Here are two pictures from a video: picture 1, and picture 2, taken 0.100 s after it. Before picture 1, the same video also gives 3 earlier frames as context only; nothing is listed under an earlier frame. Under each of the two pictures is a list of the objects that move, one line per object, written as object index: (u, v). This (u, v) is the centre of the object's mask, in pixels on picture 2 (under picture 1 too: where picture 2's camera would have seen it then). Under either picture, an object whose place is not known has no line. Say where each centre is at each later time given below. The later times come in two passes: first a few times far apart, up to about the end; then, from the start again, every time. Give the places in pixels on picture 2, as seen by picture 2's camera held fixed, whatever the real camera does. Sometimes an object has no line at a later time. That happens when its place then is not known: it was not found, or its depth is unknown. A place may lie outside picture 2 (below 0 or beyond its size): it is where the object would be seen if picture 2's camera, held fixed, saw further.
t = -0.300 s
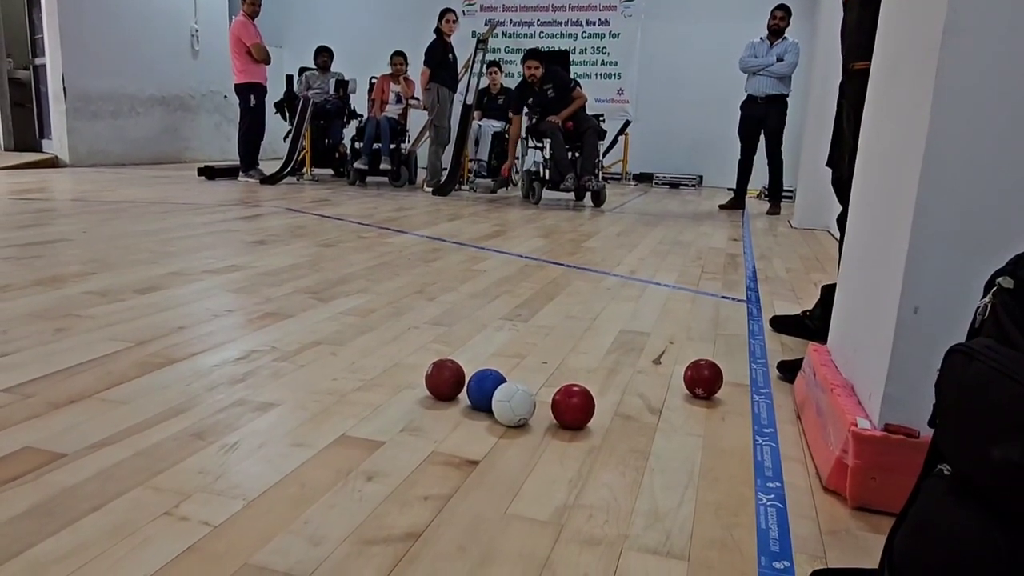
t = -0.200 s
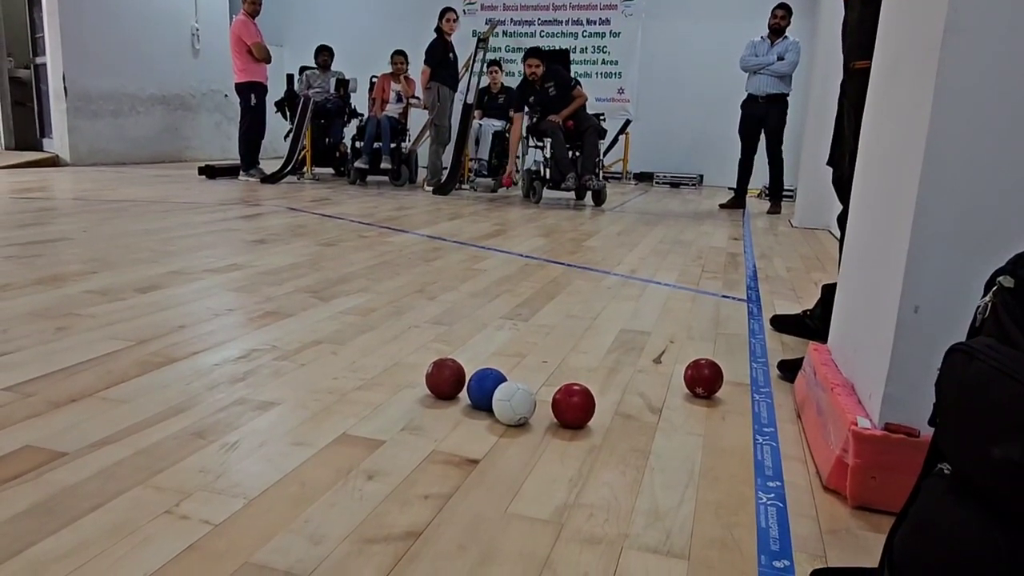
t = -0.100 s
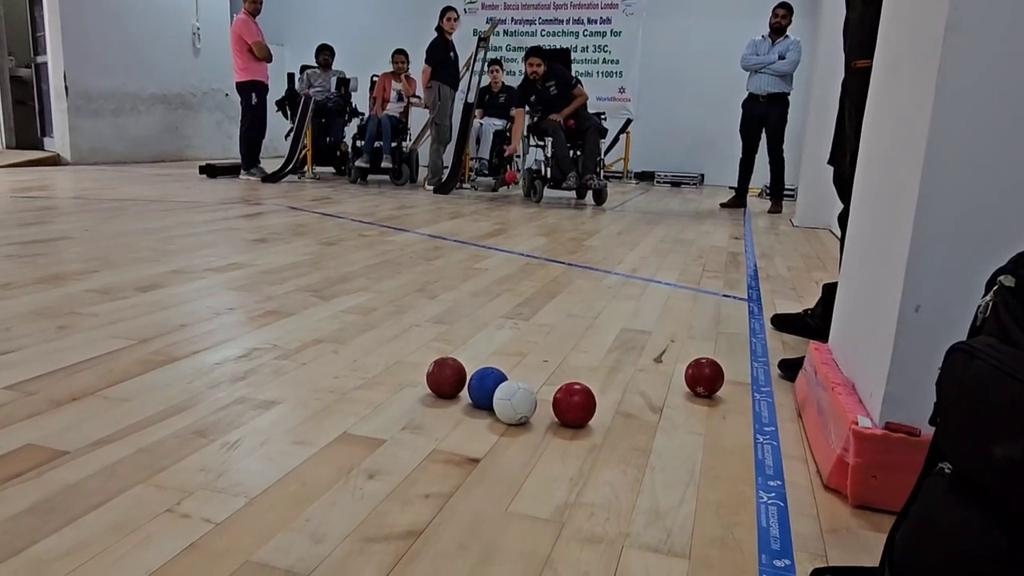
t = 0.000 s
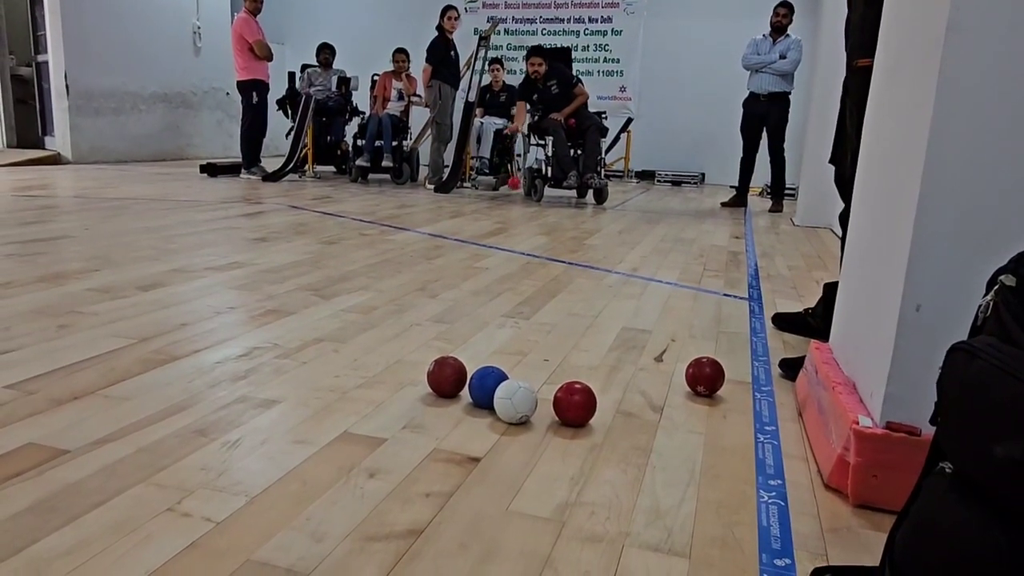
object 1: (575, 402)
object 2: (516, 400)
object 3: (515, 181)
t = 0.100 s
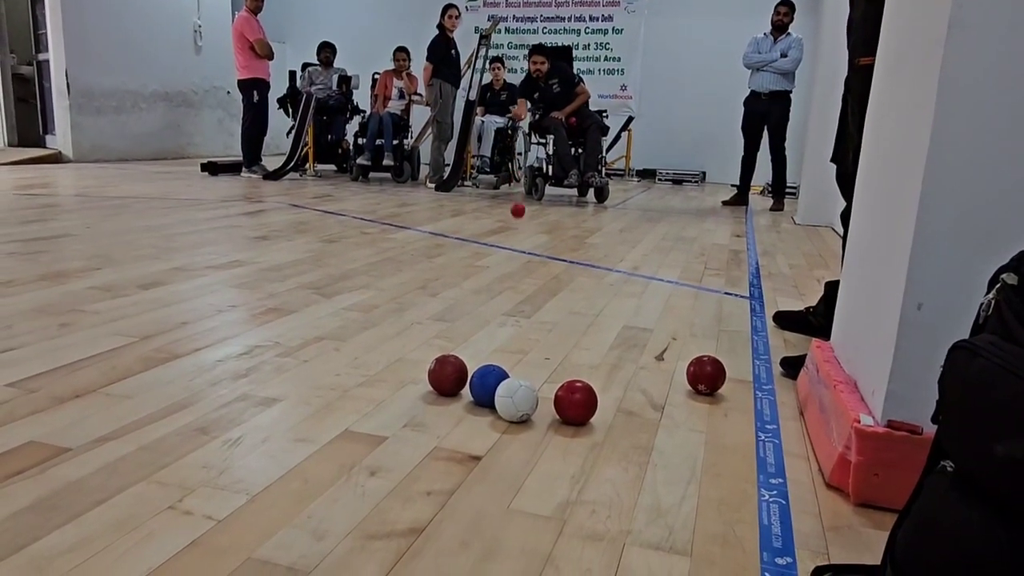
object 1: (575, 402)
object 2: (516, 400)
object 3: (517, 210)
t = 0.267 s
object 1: (575, 402)
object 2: (516, 400)
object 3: (521, 230)
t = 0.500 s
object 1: (575, 402)
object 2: (516, 400)
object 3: (526, 281)
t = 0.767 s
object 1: (575, 402)
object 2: (516, 400)
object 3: (538, 367)
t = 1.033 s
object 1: (619, 427)
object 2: (483, 440)
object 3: (563, 446)
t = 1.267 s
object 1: (651, 447)
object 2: (452, 481)
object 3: (597, 527)
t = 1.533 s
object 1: (669, 457)
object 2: (422, 521)
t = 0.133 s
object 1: (575, 402)
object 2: (516, 400)
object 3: (518, 226)
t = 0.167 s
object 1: (575, 402)
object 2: (516, 400)
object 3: (519, 228)
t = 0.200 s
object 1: (575, 402)
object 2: (516, 400)
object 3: (519, 226)
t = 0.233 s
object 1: (575, 402)
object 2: (516, 400)
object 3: (520, 227)
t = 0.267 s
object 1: (575, 402)
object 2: (516, 400)
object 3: (521, 230)
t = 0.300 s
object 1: (575, 402)
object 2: (516, 400)
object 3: (521, 236)
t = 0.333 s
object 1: (575, 402)
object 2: (516, 400)
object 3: (522, 245)
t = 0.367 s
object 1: (575, 402)
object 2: (516, 400)
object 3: (522, 257)
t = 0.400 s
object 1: (575, 402)
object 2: (516, 400)
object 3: (523, 260)
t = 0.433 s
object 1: (575, 402)
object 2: (516, 400)
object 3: (524, 263)
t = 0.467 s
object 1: (575, 402)
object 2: (516, 400)
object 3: (525, 270)
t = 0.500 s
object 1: (575, 402)
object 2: (516, 400)
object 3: (526, 281)
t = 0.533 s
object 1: (575, 402)
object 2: (516, 400)
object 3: (527, 287)
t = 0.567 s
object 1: (575, 402)
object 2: (516, 400)
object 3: (528, 295)
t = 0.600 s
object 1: (575, 402)
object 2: (516, 400)
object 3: (530, 305)
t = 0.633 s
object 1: (575, 402)
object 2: (516, 400)
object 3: (531, 313)
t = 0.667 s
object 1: (575, 402)
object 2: (516, 400)
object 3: (533, 325)
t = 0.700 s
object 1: (575, 402)
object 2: (516, 400)
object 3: (534, 337)
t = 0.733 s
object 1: (575, 402)
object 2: (516, 400)
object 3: (536, 350)
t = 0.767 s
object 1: (575, 402)
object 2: (516, 400)
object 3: (538, 367)
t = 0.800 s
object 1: (575, 402)
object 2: (516, 400)
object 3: (543, 380)
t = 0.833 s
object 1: (580, 405)
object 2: (512, 404)
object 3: (545, 385)
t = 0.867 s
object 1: (588, 409)
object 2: (506, 410)
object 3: (549, 381)
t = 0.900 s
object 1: (595, 414)
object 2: (501, 415)
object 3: (552, 381)
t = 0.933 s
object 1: (601, 417)
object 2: (496, 421)
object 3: (555, 388)
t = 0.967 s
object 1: (608, 420)
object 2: (492, 428)
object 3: (558, 400)
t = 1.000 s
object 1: (613, 424)
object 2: (487, 434)
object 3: (561, 419)
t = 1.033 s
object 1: (619, 427)
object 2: (483, 440)
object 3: (563, 446)
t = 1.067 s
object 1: (624, 432)
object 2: (478, 446)
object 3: (568, 458)
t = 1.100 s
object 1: (629, 435)
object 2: (473, 452)
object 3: (573, 464)
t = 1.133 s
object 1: (634, 438)
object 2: (469, 457)
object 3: (577, 479)
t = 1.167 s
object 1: (639, 440)
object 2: (465, 464)
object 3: (582, 491)
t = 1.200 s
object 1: (643, 443)
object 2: (461, 470)
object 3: (587, 502)
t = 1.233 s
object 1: (647, 445)
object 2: (457, 475)
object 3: (592, 514)
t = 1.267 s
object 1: (651, 447)
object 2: (452, 481)
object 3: (597, 527)
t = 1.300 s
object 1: (654, 449)
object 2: (449, 486)
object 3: (603, 541)
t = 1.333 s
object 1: (657, 450)
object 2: (444, 492)
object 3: (609, 554)
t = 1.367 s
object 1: (660, 452)
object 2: (440, 498)
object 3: (616, 568)
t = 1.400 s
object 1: (662, 453)
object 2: (437, 503)
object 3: (622, 579)
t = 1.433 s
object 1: (664, 454)
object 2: (433, 507)
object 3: (628, 588)
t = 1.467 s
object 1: (666, 455)
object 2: (429, 512)
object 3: (635, 596)
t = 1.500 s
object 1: (668, 456)
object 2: (426, 517)
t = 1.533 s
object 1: (669, 457)
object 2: (422, 521)
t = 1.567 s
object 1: (670, 457)
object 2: (419, 525)
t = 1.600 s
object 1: (671, 457)
